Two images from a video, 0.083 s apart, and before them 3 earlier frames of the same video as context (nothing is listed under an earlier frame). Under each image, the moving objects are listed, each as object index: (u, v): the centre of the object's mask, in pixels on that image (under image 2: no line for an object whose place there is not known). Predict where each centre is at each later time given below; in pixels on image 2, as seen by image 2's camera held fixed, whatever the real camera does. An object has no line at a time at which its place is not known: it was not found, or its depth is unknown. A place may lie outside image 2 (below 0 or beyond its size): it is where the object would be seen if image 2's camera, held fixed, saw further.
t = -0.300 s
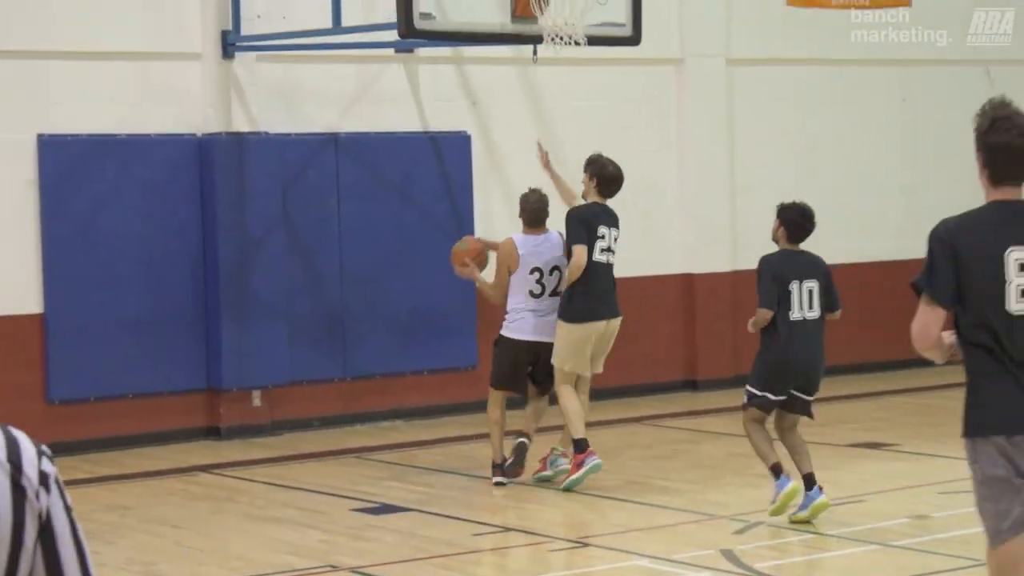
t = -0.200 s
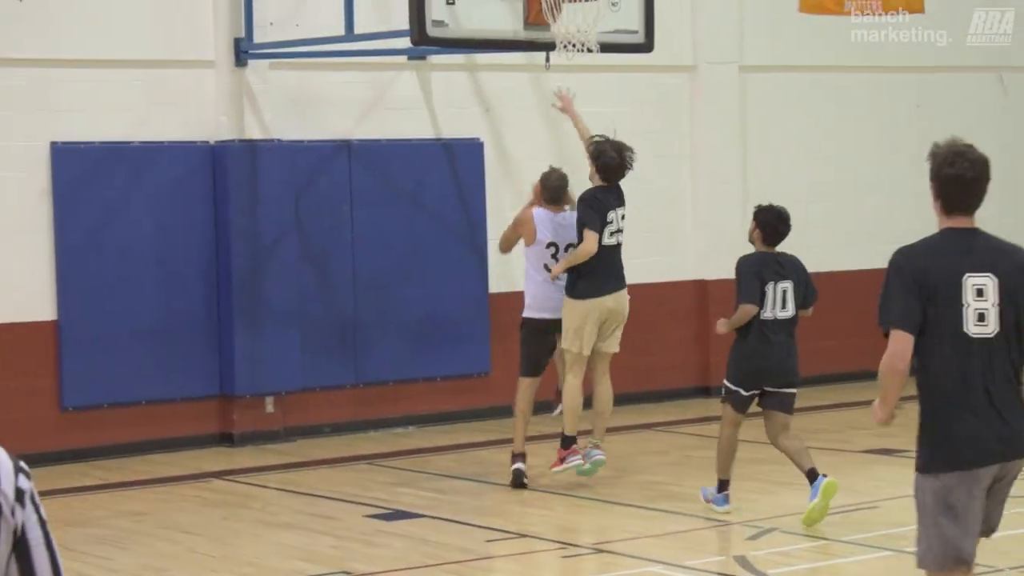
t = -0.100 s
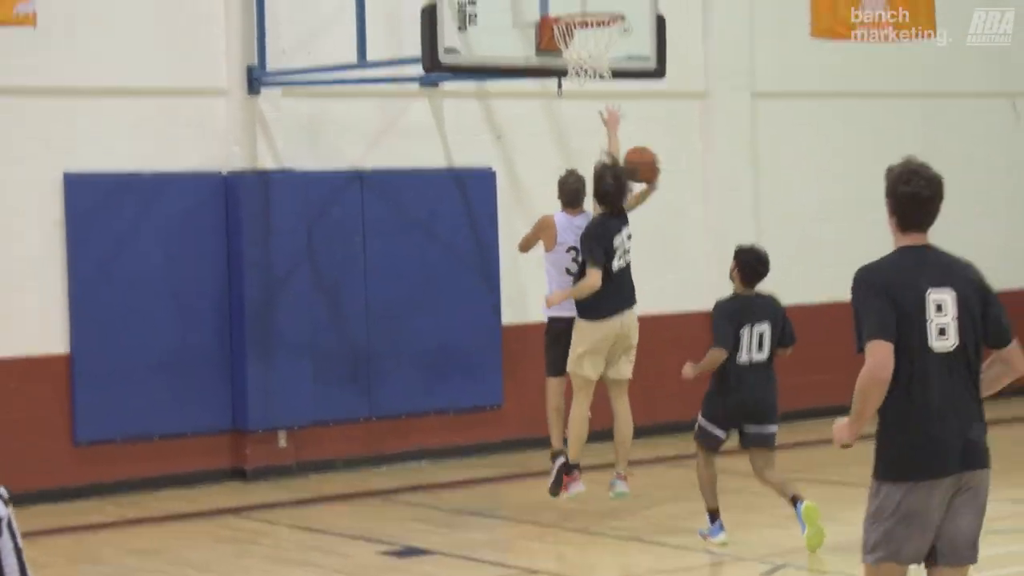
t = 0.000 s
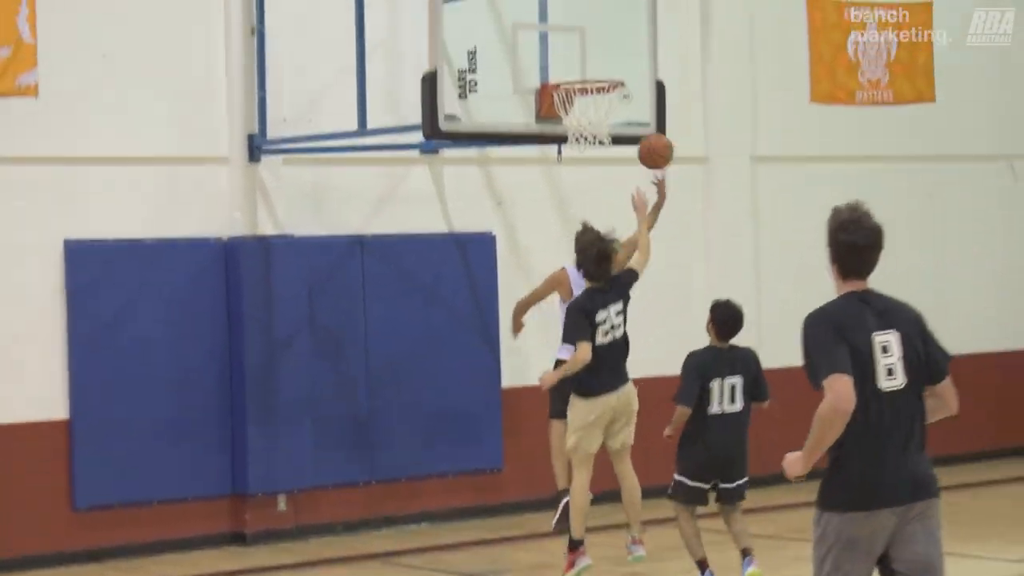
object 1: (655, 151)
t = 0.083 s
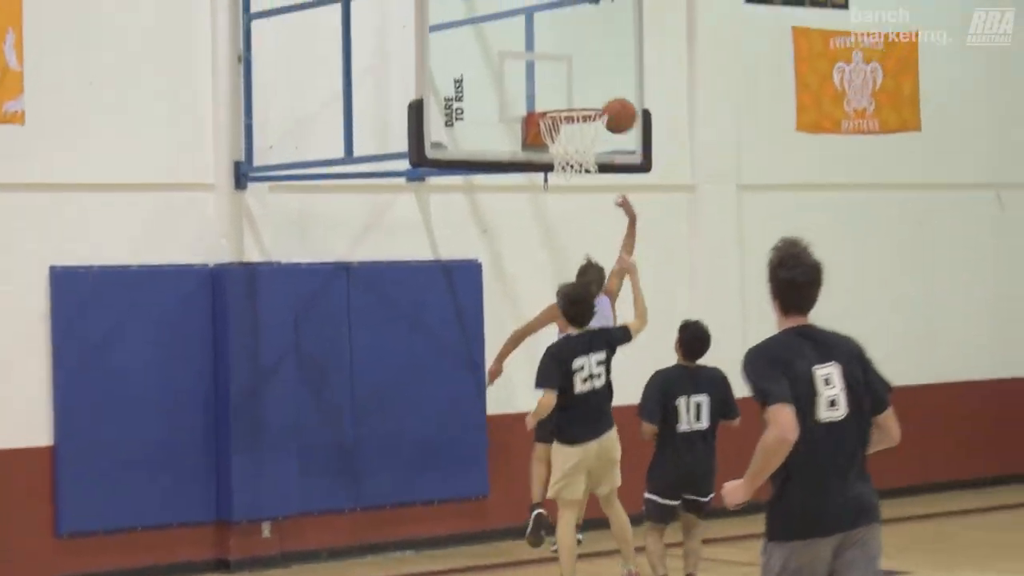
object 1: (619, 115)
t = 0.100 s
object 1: (615, 103)
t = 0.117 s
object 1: (610, 92)
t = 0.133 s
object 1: (606, 81)
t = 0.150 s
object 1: (601, 71)
